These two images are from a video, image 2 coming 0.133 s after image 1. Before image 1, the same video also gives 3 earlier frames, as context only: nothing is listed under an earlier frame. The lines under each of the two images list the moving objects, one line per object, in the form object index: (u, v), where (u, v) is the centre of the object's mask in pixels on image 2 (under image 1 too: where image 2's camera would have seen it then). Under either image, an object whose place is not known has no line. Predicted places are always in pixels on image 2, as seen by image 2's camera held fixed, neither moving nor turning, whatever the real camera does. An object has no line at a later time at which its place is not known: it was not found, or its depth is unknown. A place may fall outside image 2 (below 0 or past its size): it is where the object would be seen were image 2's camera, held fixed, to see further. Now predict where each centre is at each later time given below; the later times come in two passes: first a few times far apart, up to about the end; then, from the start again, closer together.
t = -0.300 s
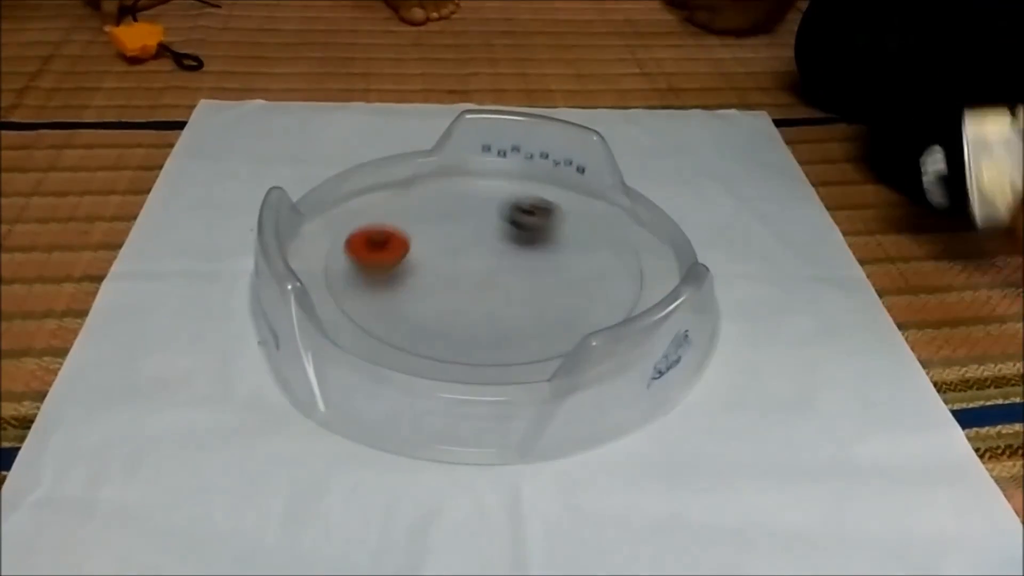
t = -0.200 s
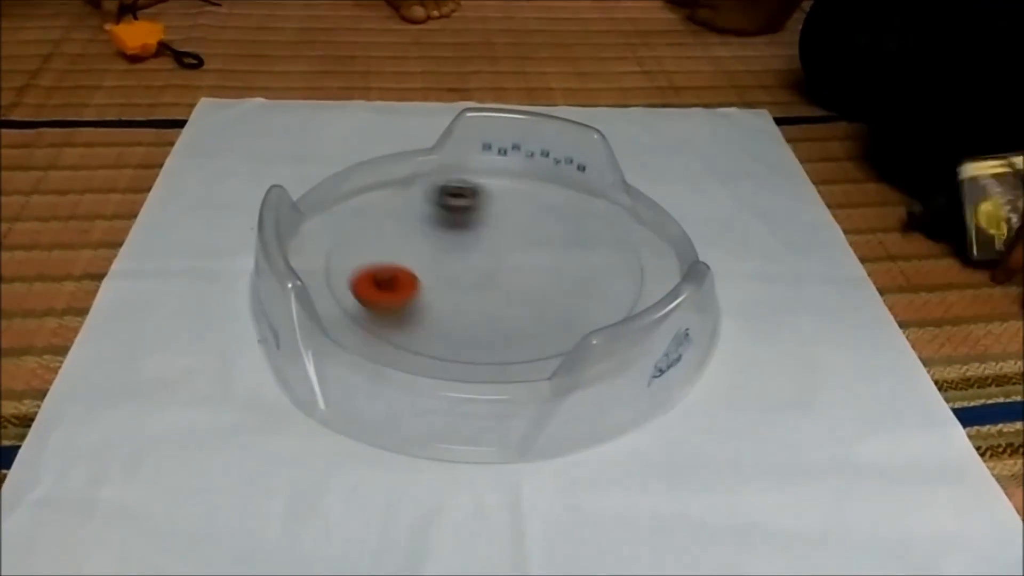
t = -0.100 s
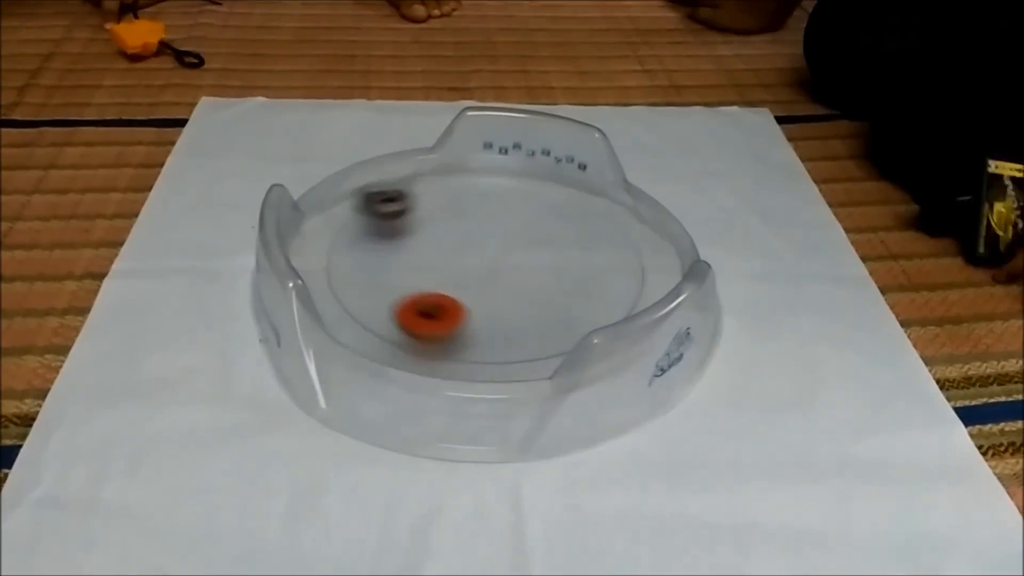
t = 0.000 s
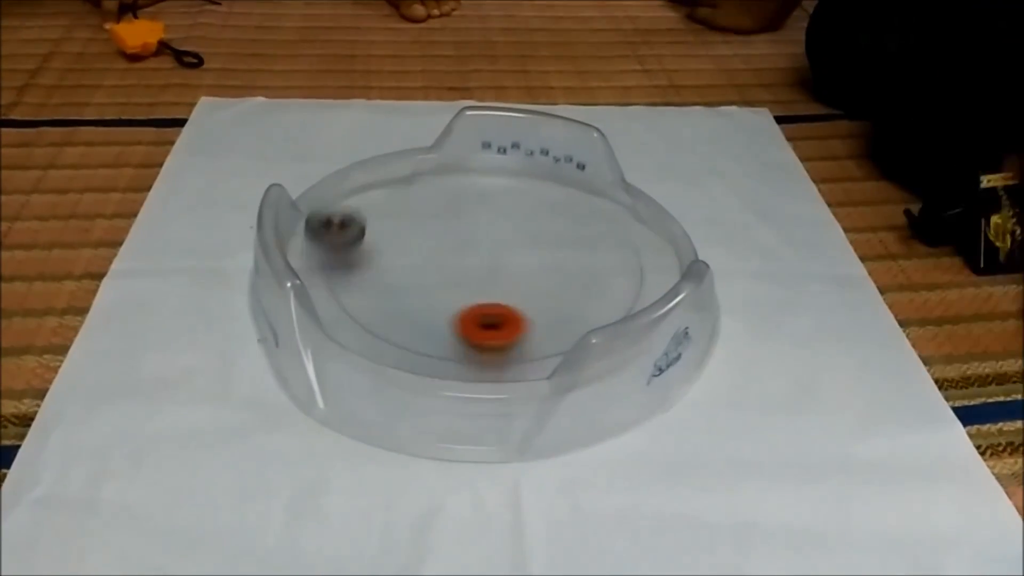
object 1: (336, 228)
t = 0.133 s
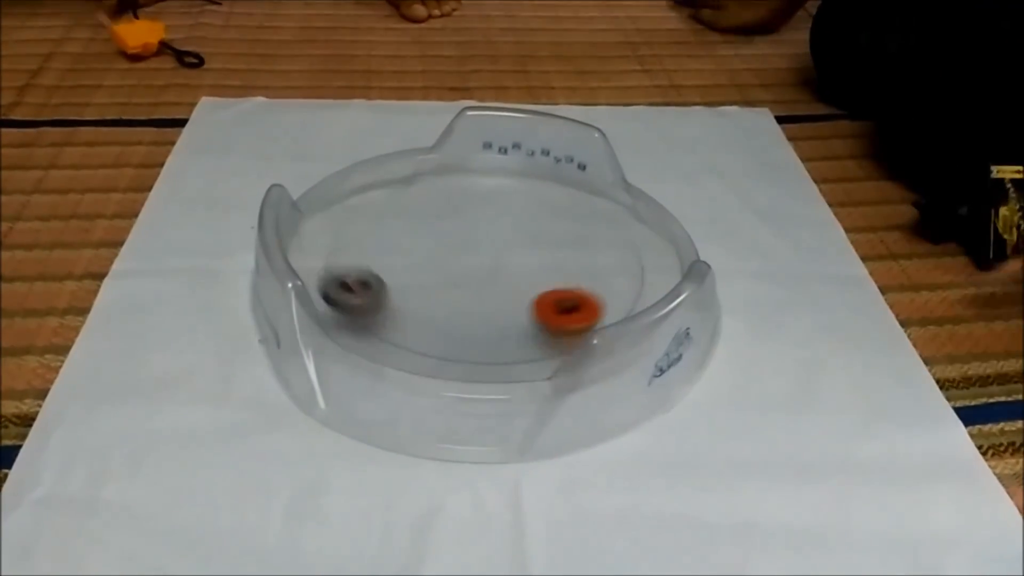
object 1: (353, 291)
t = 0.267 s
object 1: (441, 328)
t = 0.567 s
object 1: (572, 239)
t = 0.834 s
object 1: (422, 173)
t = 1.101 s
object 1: (349, 259)
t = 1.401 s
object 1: (567, 295)
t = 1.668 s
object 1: (572, 182)
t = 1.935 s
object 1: (417, 182)
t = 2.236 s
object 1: (358, 207)
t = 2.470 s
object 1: (442, 236)
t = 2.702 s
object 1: (491, 238)
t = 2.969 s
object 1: (464, 257)
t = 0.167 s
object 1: (369, 305)
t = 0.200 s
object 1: (389, 315)
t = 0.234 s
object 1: (413, 323)
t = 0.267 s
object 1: (441, 328)
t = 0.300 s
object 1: (467, 328)
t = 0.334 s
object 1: (495, 326)
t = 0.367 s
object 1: (521, 320)
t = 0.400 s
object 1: (542, 313)
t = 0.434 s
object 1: (561, 300)
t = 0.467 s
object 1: (573, 284)
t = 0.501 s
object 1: (578, 271)
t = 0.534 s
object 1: (577, 255)
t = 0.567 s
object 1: (572, 239)
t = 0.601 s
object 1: (561, 225)
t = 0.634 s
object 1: (546, 211)
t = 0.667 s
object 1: (527, 199)
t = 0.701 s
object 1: (506, 188)
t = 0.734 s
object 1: (486, 180)
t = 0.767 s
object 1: (464, 175)
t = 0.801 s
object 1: (443, 173)
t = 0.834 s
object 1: (422, 173)
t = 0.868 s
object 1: (403, 177)
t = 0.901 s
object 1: (386, 185)
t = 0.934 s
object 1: (369, 194)
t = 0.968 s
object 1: (357, 203)
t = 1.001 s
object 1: (348, 216)
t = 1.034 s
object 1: (344, 228)
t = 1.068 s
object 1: (344, 243)
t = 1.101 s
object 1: (349, 259)
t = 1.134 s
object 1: (360, 275)
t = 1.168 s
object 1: (378, 290)
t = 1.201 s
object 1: (402, 302)
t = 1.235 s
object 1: (430, 311)
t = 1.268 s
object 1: (458, 316)
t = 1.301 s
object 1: (488, 316)
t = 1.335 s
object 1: (519, 311)
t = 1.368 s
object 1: (543, 305)
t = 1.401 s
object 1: (567, 295)
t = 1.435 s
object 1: (584, 281)
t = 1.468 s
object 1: (595, 270)
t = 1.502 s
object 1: (603, 253)
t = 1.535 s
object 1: (605, 237)
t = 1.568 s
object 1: (603, 221)
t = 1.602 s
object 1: (597, 207)
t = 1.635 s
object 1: (586, 193)
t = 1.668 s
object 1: (572, 182)
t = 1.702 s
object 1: (551, 178)
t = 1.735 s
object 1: (529, 172)
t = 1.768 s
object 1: (510, 168)
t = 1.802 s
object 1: (491, 166)
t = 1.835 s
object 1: (470, 166)
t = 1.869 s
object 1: (453, 169)
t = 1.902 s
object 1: (434, 175)
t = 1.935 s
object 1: (417, 182)
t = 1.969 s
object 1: (401, 191)
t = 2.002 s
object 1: (388, 203)
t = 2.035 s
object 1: (379, 219)
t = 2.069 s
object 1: (374, 236)
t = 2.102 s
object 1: (375, 251)
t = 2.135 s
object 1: (371, 251)
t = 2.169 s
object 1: (362, 233)
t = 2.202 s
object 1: (357, 218)
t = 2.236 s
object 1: (358, 207)
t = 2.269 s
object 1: (369, 206)
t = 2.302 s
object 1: (381, 206)
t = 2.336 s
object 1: (393, 209)
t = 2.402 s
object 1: (420, 221)
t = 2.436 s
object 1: (431, 228)
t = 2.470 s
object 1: (442, 236)
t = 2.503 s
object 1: (451, 244)
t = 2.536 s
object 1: (468, 254)
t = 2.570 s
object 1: (475, 255)
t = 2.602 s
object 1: (482, 253)
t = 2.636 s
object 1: (487, 248)
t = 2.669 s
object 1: (490, 243)
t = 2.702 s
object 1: (491, 238)
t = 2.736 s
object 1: (489, 233)
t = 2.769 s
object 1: (483, 229)
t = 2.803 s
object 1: (475, 228)
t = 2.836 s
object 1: (466, 227)
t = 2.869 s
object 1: (459, 231)
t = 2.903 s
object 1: (456, 239)
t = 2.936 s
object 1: (457, 248)
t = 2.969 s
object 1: (464, 257)
